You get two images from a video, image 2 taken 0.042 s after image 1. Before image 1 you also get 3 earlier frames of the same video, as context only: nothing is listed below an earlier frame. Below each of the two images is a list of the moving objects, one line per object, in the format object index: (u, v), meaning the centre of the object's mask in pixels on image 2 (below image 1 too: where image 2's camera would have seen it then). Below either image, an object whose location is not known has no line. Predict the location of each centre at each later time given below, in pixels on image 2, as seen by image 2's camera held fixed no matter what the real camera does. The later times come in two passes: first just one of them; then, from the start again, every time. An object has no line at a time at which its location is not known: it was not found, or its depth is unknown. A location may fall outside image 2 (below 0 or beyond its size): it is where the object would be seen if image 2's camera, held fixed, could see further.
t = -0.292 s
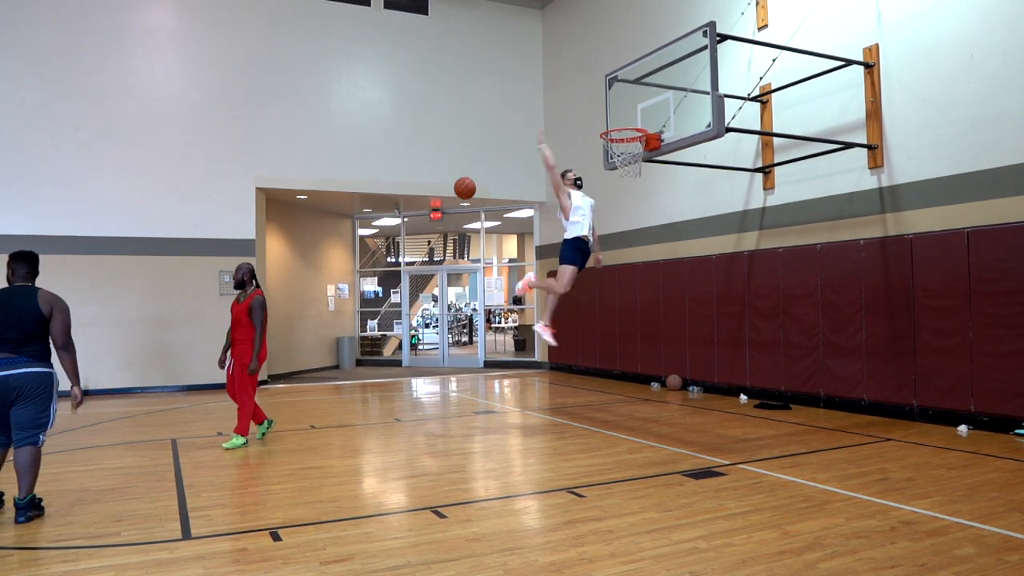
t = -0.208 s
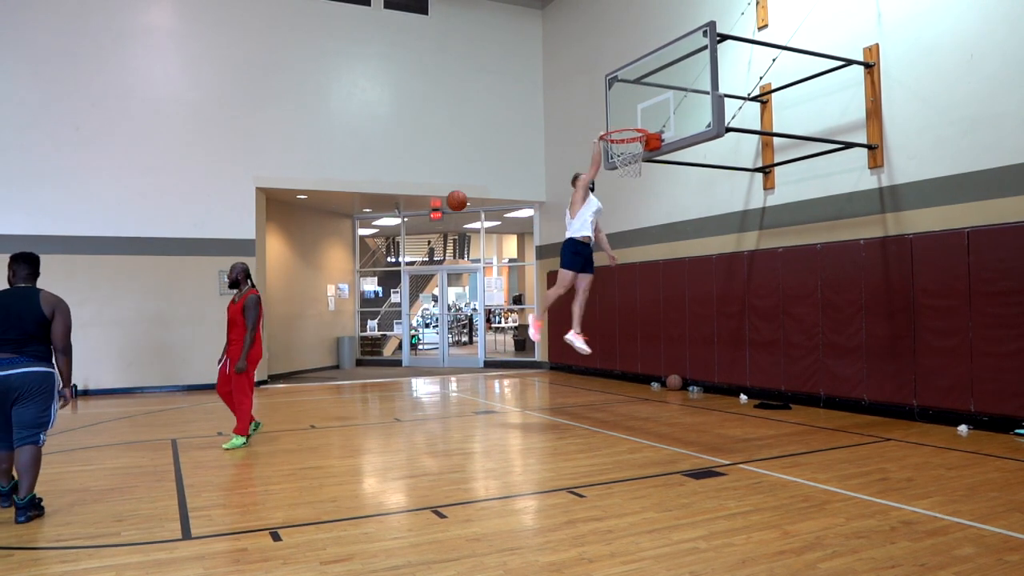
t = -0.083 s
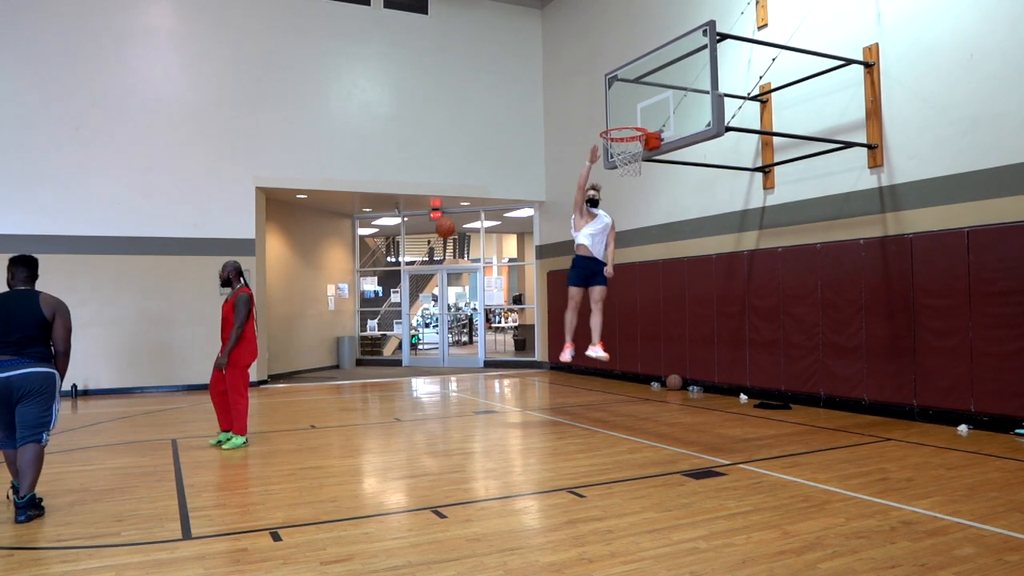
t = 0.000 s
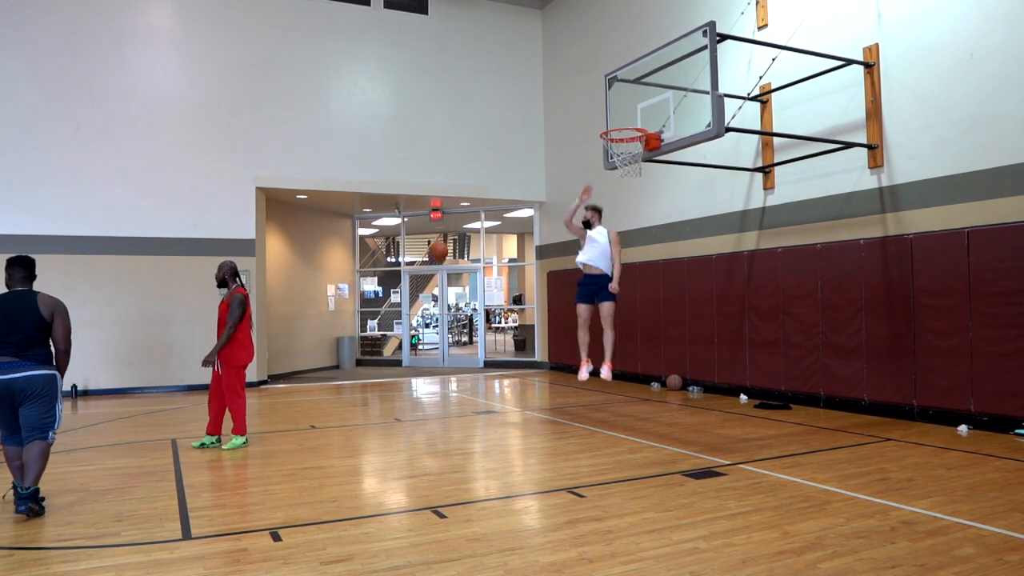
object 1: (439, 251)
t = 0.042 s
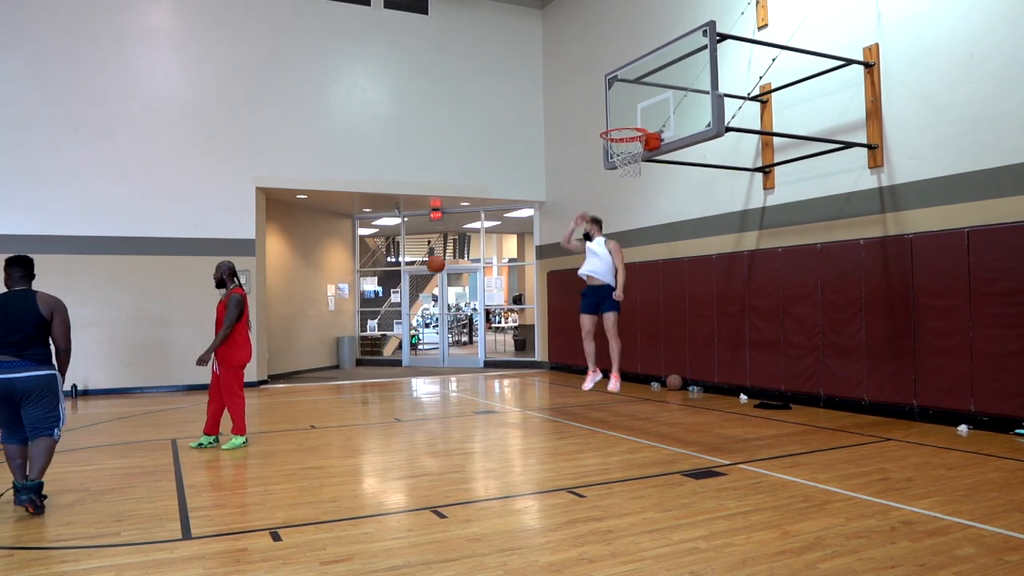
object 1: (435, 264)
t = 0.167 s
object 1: (427, 307)
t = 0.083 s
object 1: (433, 277)
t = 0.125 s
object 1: (430, 291)
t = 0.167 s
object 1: (427, 307)
